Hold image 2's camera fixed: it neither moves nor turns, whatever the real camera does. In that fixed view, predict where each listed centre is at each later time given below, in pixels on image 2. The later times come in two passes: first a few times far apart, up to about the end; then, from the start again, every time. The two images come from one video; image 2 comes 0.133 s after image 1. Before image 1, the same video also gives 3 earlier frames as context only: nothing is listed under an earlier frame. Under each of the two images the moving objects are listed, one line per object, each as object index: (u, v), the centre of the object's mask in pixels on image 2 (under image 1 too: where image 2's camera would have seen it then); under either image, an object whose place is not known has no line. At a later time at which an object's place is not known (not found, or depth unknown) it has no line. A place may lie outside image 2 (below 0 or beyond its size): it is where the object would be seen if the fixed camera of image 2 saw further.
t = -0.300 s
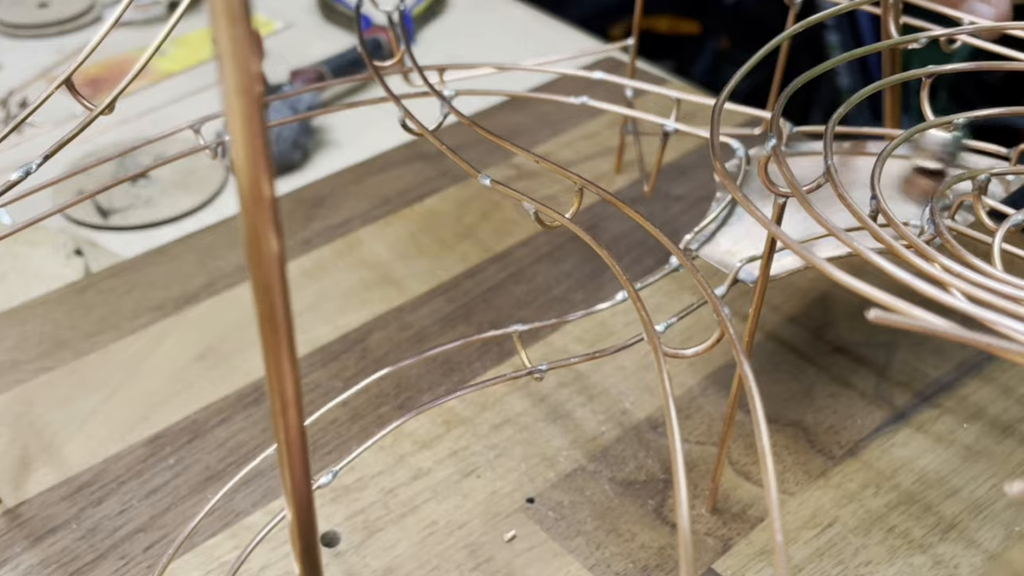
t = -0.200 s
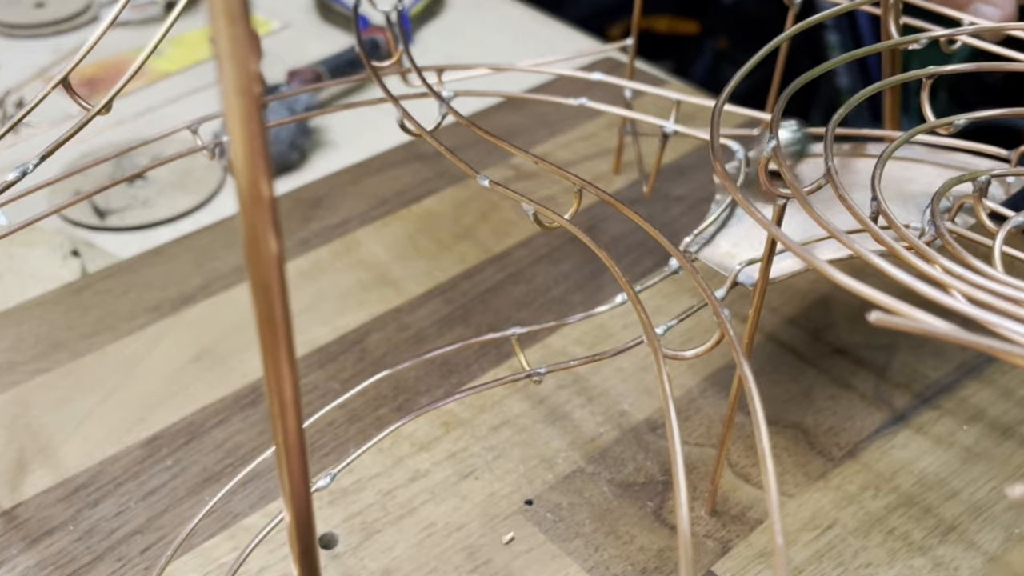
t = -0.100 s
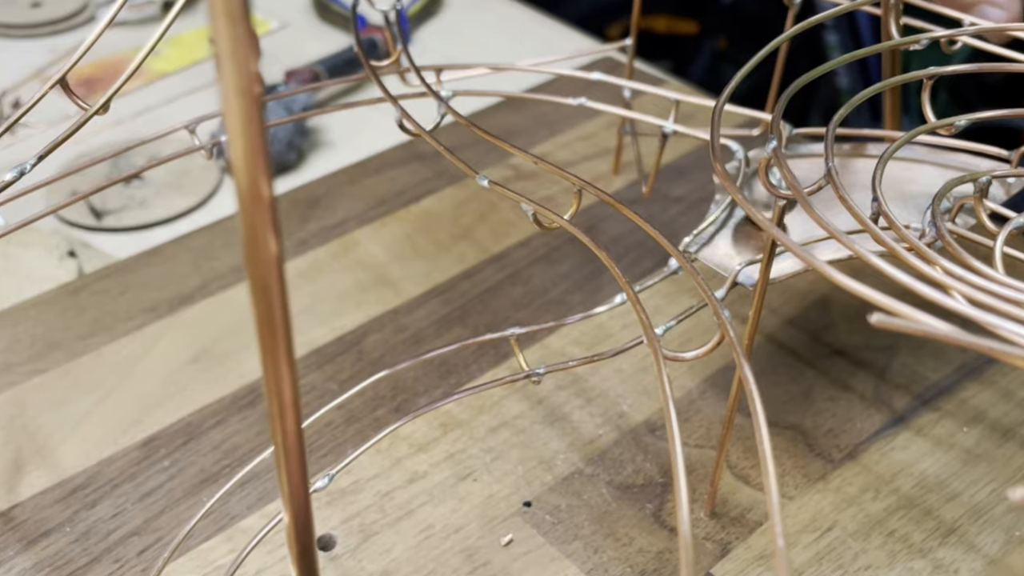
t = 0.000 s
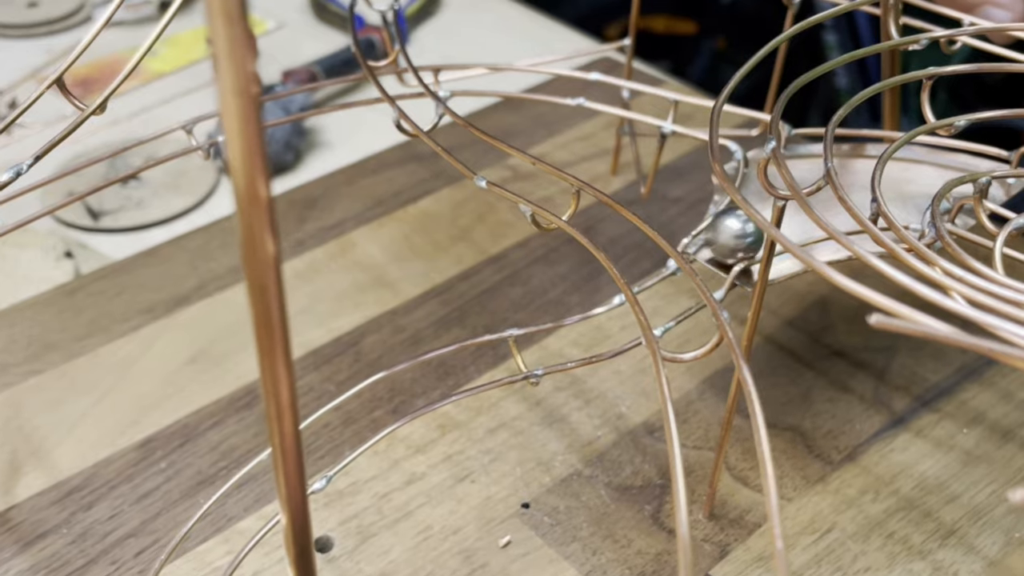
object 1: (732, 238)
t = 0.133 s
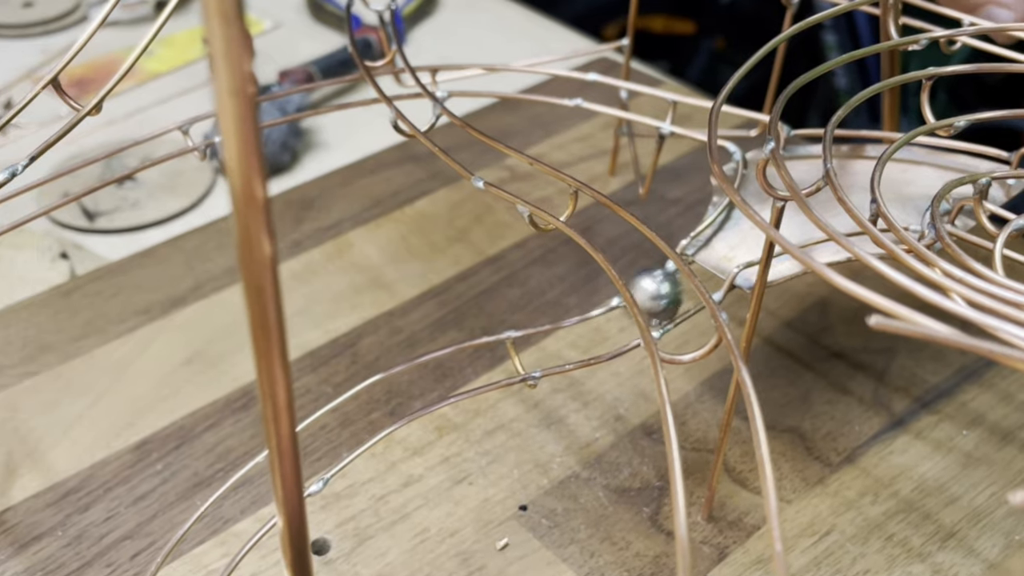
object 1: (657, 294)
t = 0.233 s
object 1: (571, 329)
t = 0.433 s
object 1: (350, 405)
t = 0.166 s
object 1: (628, 308)
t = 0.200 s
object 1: (602, 319)
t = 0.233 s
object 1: (571, 329)
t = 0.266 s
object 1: (535, 337)
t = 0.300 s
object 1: (499, 344)
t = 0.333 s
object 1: (461, 355)
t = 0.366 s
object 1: (424, 367)
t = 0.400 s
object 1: (388, 383)
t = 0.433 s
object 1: (350, 405)
